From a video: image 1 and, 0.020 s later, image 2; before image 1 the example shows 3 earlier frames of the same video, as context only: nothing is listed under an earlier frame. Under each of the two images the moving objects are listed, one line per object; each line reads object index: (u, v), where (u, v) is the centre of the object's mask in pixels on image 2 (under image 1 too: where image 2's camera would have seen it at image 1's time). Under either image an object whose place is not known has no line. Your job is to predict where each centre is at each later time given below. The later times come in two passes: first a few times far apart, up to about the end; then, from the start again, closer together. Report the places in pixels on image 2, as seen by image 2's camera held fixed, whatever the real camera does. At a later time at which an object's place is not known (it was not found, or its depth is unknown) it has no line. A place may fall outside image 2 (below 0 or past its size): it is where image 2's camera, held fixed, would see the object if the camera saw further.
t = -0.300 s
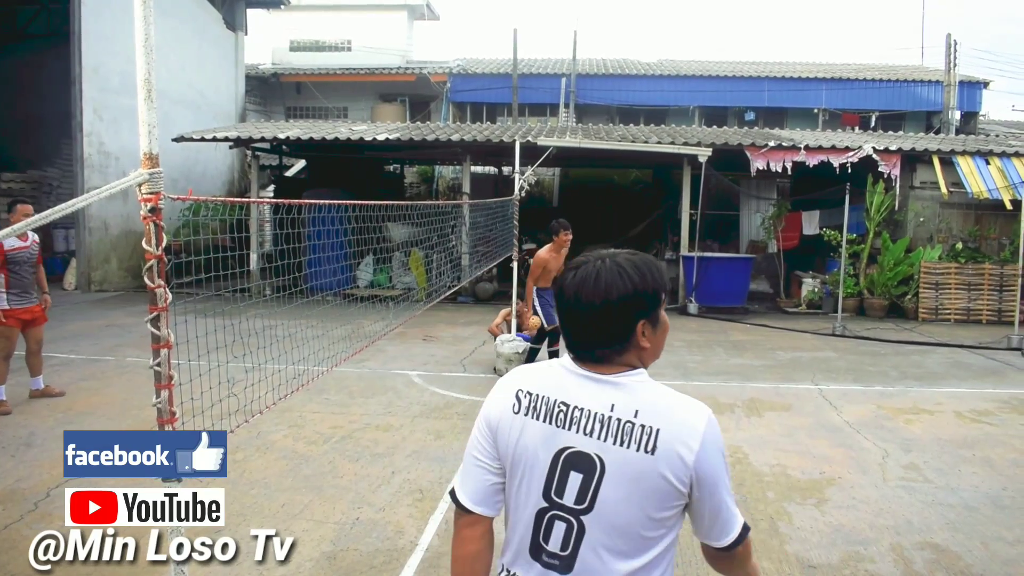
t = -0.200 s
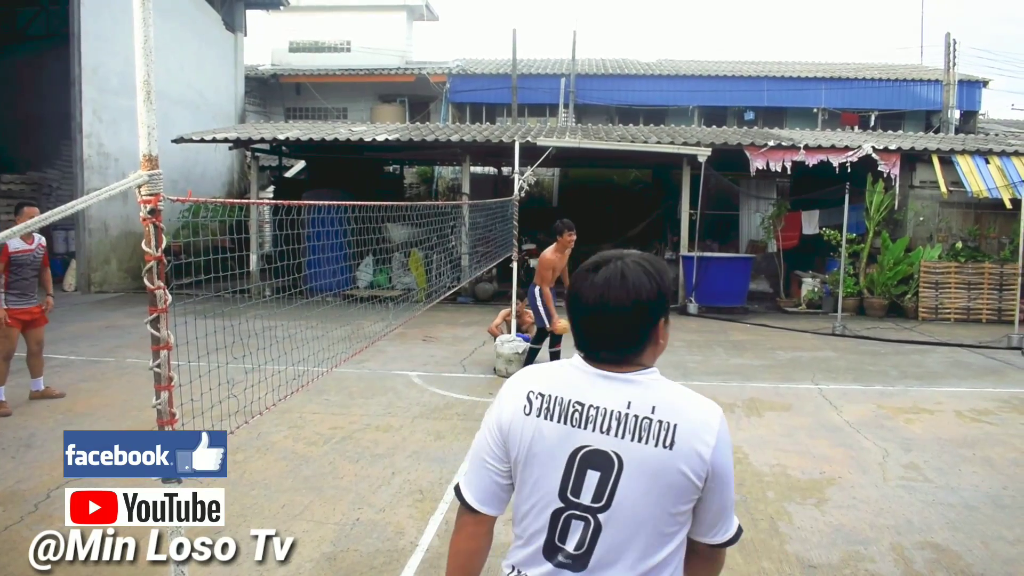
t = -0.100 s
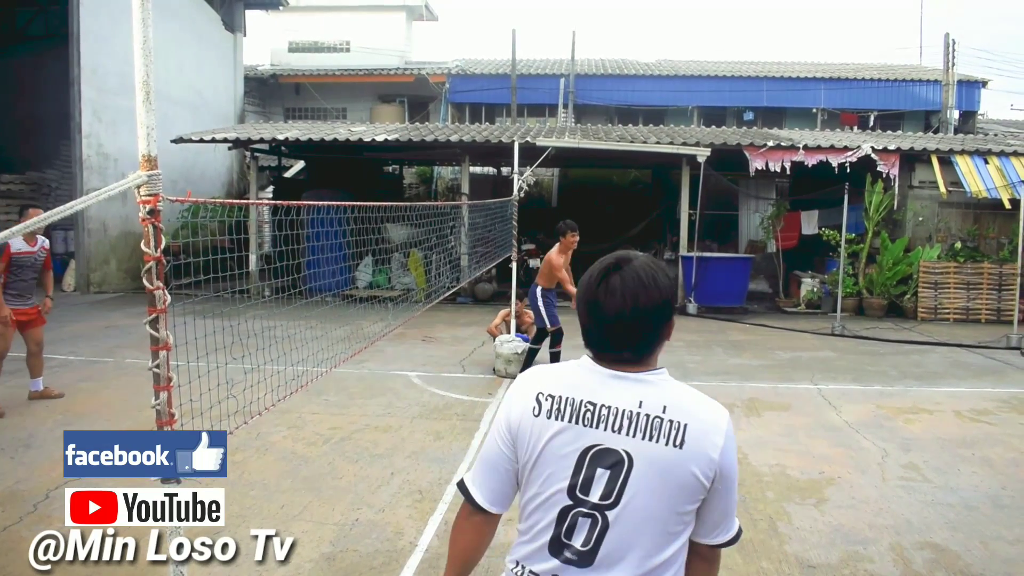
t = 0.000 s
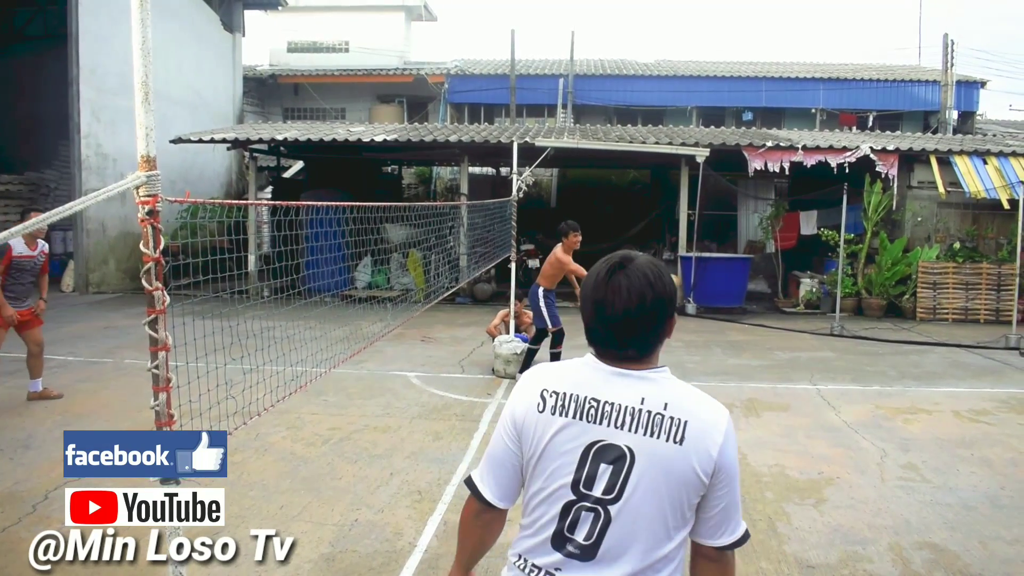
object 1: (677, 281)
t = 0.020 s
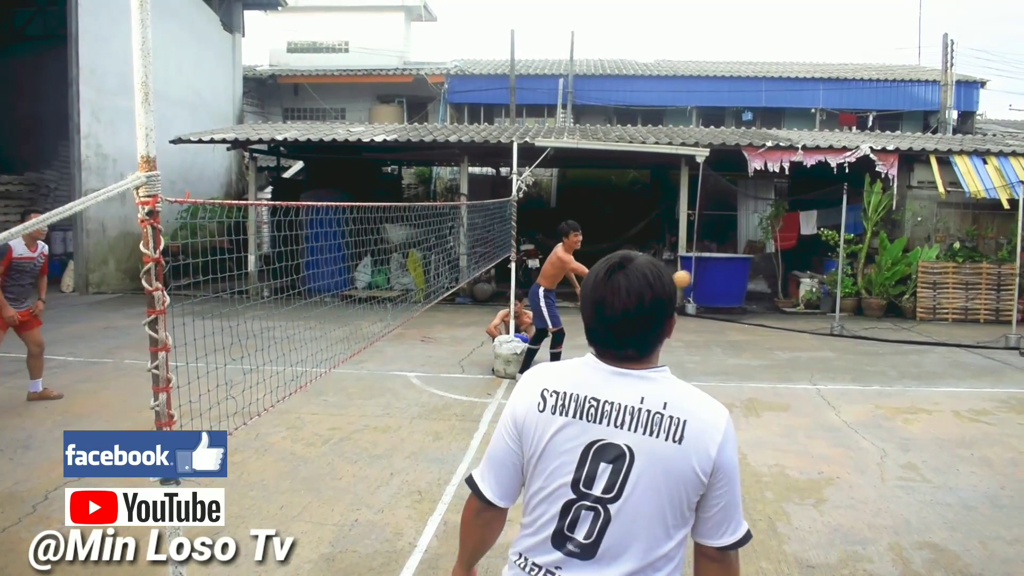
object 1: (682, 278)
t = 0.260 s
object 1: (837, 271)
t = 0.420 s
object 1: (955, 311)
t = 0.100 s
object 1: (731, 268)
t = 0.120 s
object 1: (744, 267)
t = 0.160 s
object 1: (770, 265)
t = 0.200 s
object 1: (796, 266)
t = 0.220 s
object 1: (810, 267)
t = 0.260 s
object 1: (837, 271)
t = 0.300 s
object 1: (866, 277)
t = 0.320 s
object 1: (881, 281)
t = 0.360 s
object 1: (909, 291)
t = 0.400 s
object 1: (940, 304)
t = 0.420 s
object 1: (955, 311)
